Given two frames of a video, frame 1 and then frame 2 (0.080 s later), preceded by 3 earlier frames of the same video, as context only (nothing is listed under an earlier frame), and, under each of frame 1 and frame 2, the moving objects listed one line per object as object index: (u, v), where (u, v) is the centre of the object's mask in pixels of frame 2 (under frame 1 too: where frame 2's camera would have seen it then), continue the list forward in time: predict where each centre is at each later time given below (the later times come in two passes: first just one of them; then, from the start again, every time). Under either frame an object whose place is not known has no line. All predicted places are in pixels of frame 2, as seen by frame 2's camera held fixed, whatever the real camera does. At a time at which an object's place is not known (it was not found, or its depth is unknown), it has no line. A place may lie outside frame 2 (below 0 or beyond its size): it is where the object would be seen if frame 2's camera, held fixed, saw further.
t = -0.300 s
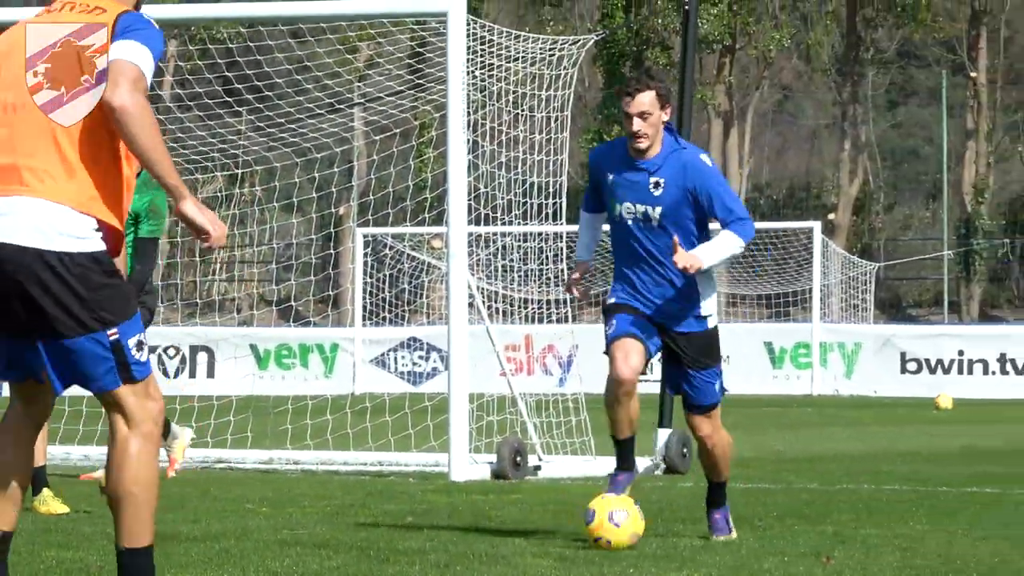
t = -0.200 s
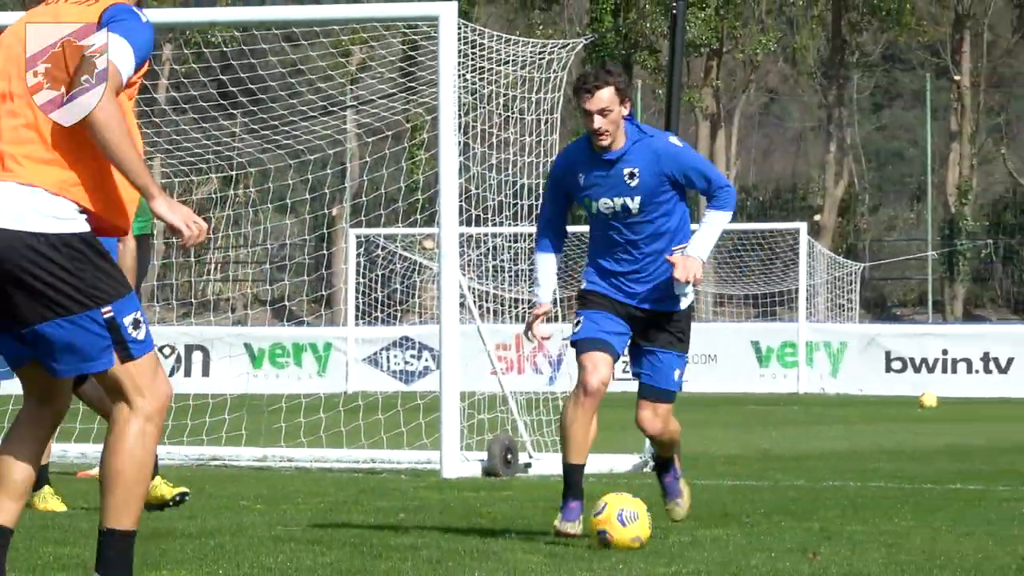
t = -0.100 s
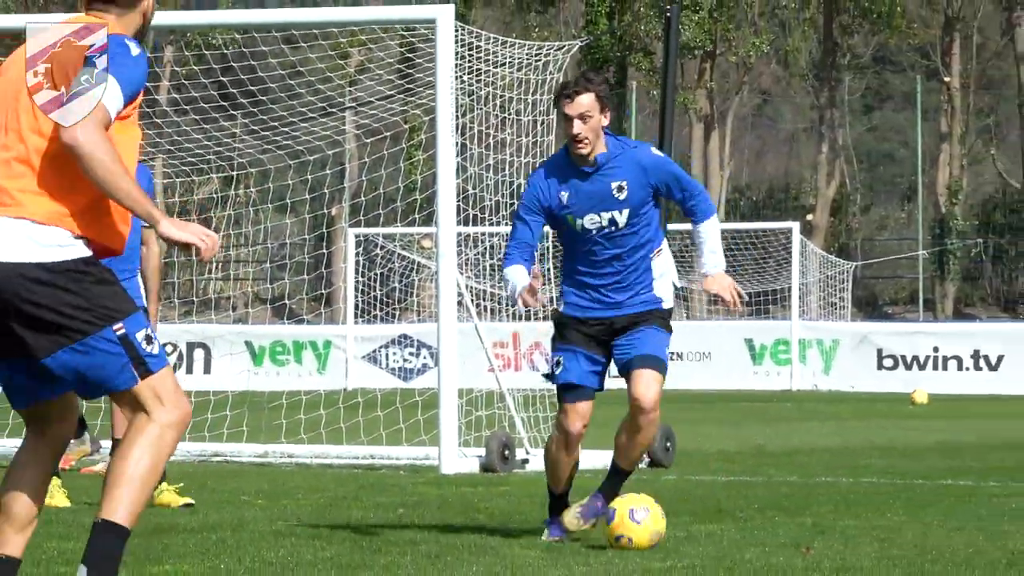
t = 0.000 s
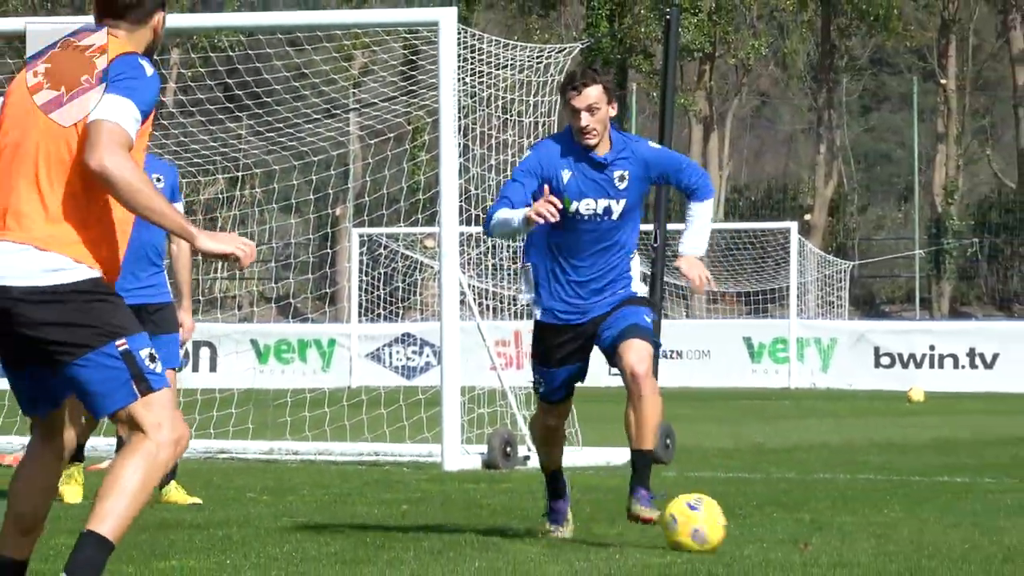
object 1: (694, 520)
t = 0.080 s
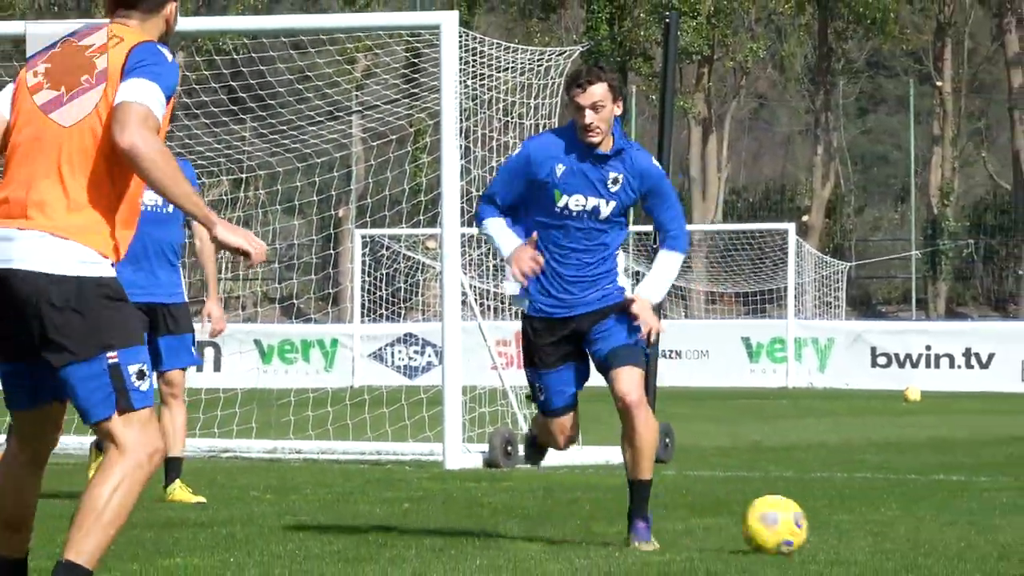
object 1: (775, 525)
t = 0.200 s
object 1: (889, 530)
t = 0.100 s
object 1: (794, 527)
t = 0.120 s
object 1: (815, 528)
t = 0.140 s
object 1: (835, 529)
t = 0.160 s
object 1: (852, 529)
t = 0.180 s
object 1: (870, 529)
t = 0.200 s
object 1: (889, 530)
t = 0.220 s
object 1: (907, 532)
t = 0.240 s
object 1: (925, 533)
